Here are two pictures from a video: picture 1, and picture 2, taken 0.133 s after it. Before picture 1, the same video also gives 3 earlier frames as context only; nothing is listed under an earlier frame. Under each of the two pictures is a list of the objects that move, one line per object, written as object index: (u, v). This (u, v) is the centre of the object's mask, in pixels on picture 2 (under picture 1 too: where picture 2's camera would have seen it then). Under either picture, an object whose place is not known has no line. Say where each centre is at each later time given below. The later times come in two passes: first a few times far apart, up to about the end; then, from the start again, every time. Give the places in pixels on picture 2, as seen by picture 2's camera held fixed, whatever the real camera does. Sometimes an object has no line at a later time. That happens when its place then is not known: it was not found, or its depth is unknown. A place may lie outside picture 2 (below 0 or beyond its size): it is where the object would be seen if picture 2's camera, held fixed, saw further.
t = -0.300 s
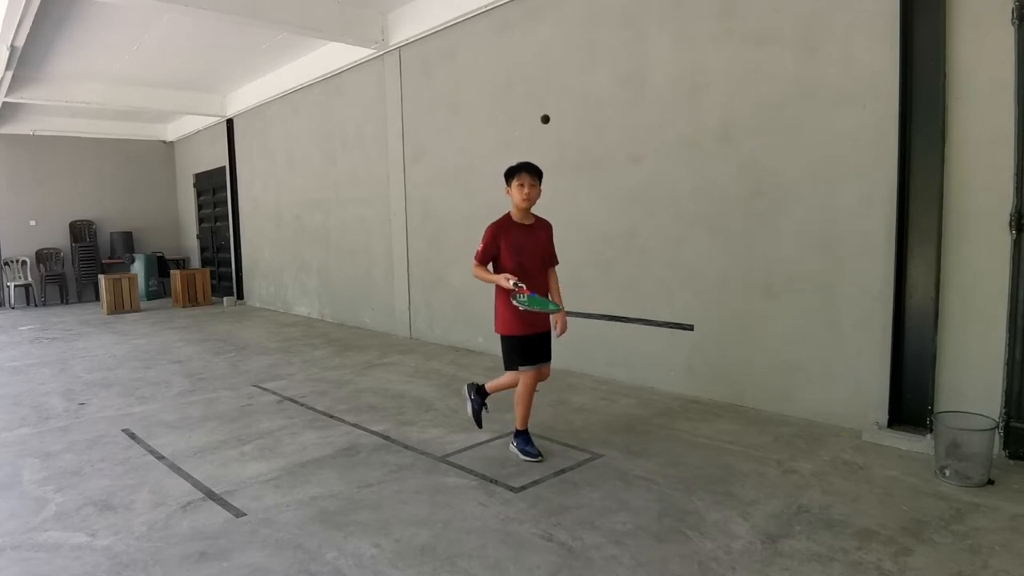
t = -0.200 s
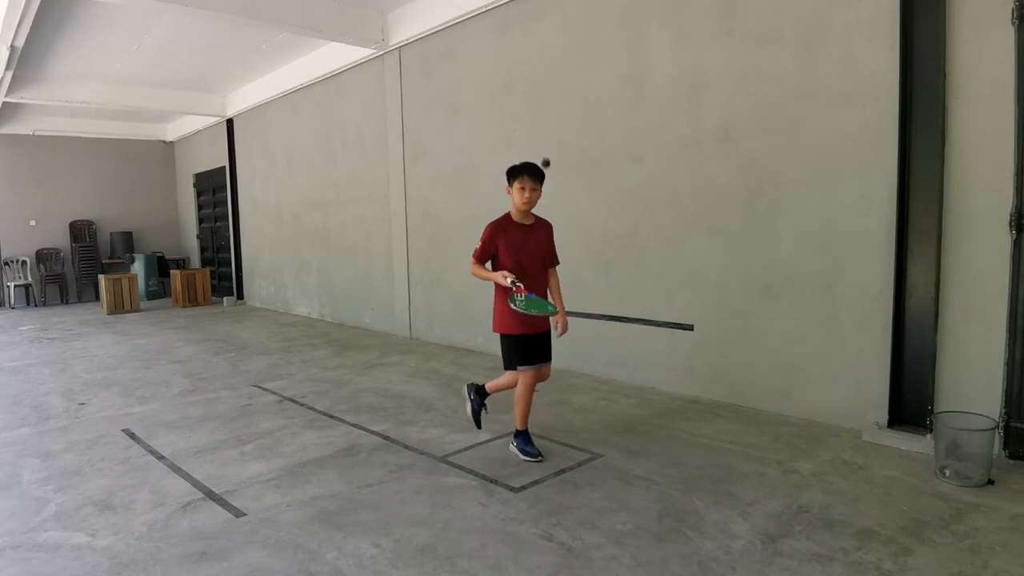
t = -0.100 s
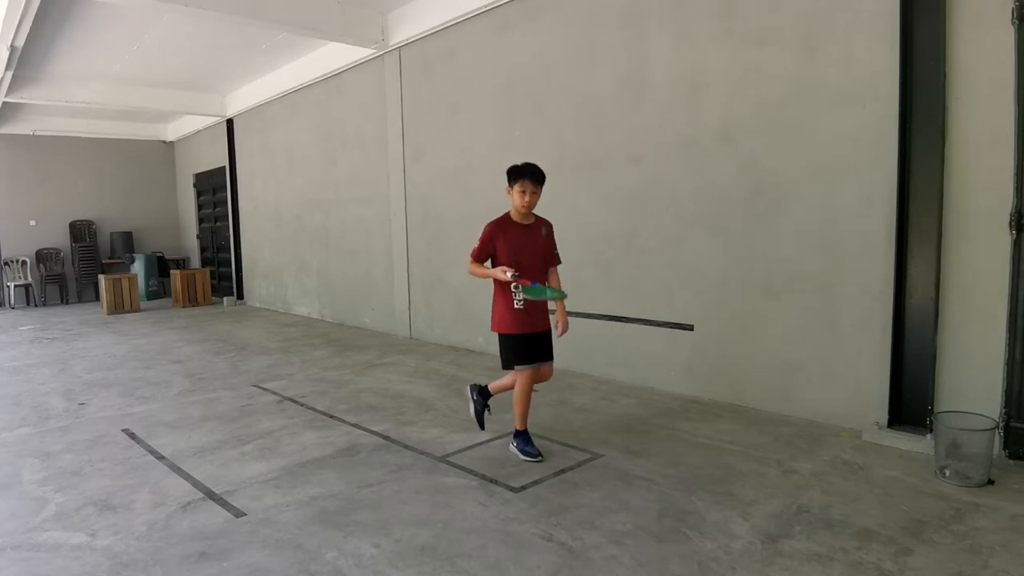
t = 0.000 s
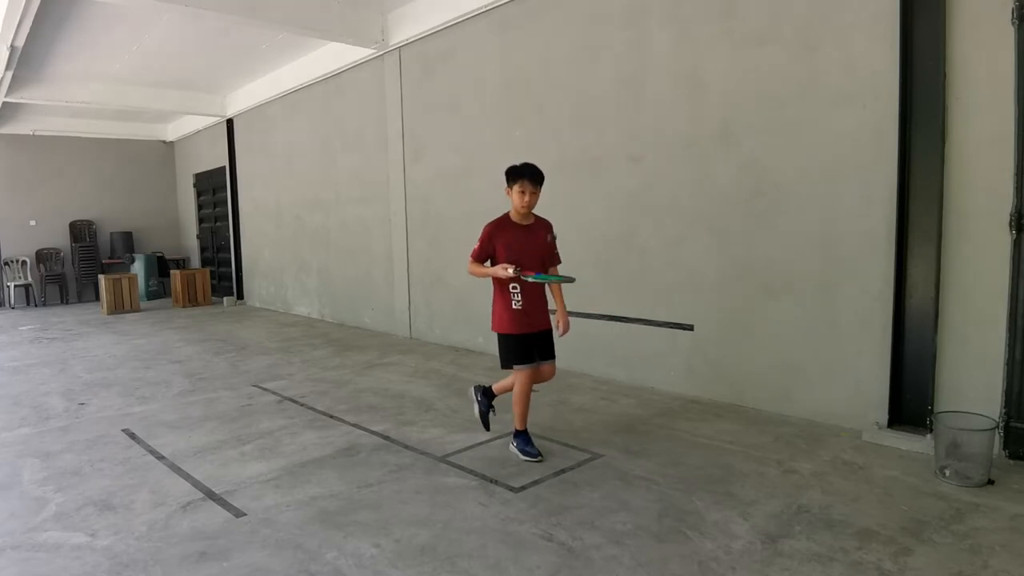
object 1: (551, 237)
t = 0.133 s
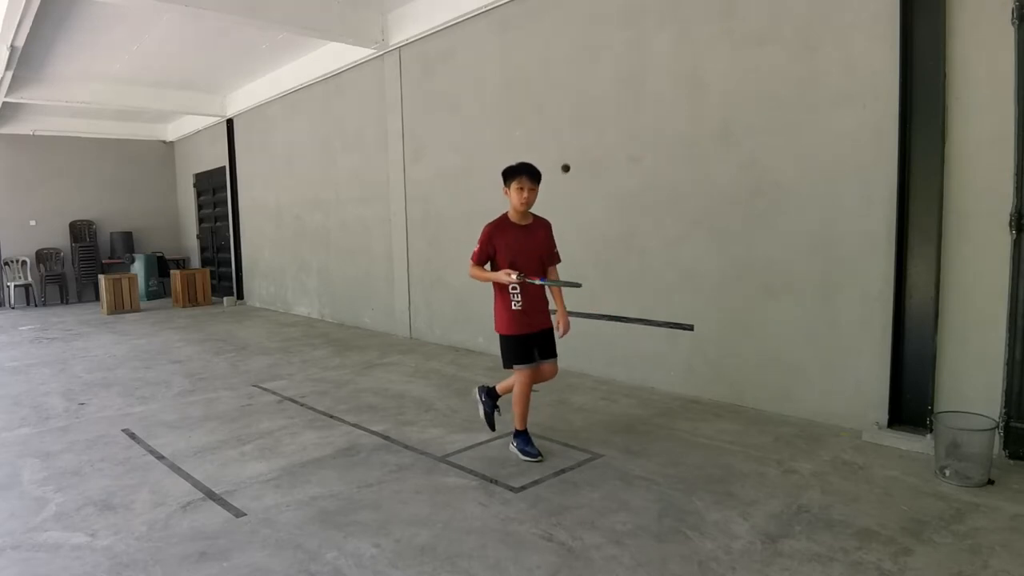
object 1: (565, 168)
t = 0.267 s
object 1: (579, 140)
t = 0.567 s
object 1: (610, 230)
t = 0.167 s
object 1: (569, 157)
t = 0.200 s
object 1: (572, 149)
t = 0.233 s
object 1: (576, 143)
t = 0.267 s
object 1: (579, 140)
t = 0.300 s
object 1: (583, 139)
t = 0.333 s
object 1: (586, 142)
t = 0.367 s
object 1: (589, 147)
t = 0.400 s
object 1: (593, 154)
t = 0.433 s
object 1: (596, 165)
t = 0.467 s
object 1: (600, 177)
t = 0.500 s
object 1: (603, 192)
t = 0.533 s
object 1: (606, 210)
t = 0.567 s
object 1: (610, 230)
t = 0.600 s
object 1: (613, 252)
